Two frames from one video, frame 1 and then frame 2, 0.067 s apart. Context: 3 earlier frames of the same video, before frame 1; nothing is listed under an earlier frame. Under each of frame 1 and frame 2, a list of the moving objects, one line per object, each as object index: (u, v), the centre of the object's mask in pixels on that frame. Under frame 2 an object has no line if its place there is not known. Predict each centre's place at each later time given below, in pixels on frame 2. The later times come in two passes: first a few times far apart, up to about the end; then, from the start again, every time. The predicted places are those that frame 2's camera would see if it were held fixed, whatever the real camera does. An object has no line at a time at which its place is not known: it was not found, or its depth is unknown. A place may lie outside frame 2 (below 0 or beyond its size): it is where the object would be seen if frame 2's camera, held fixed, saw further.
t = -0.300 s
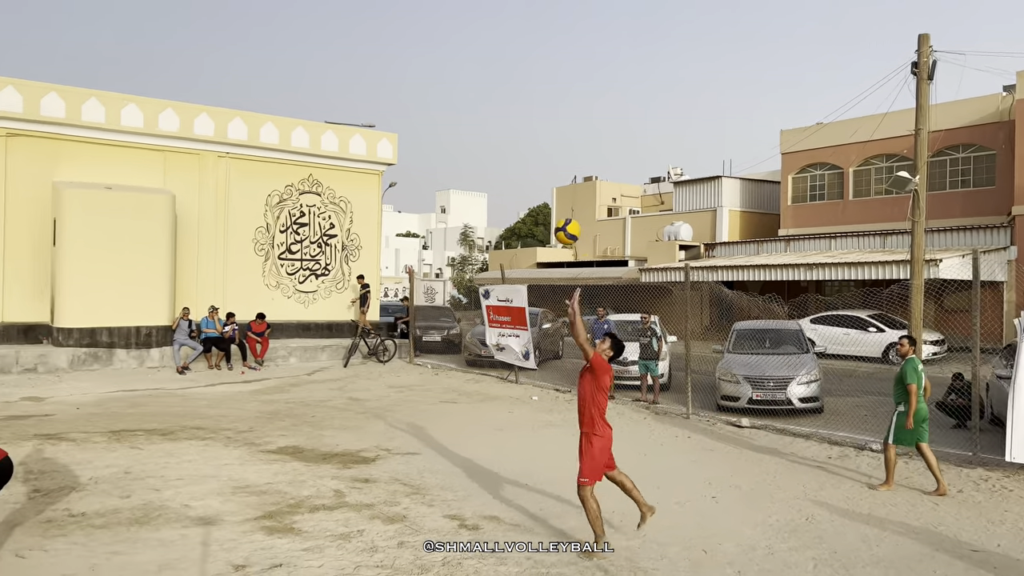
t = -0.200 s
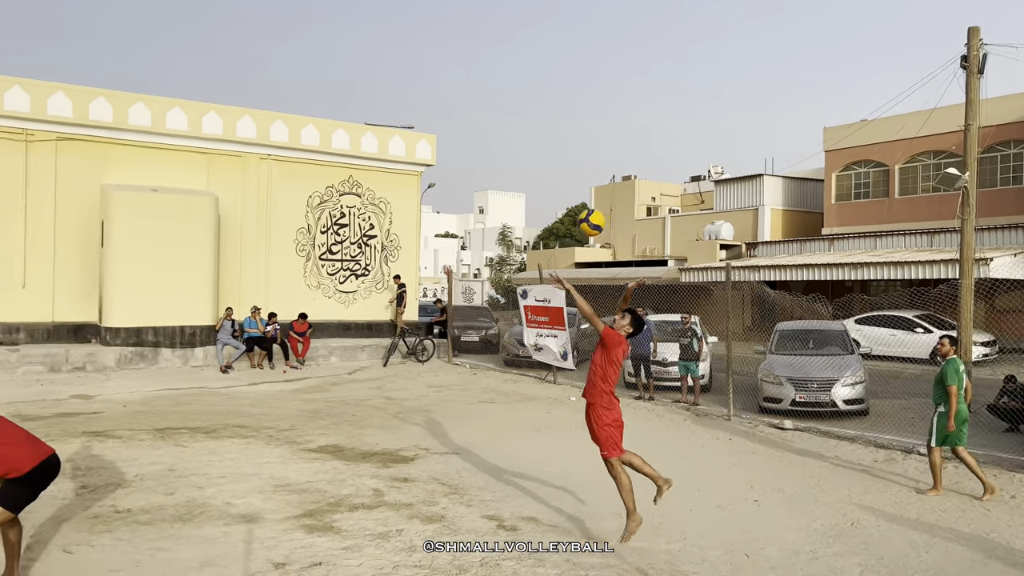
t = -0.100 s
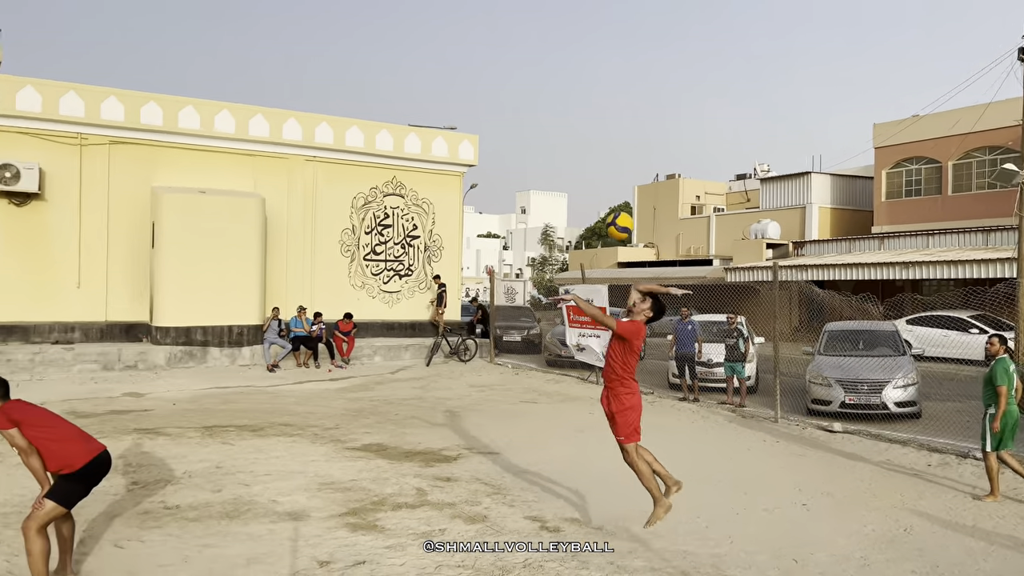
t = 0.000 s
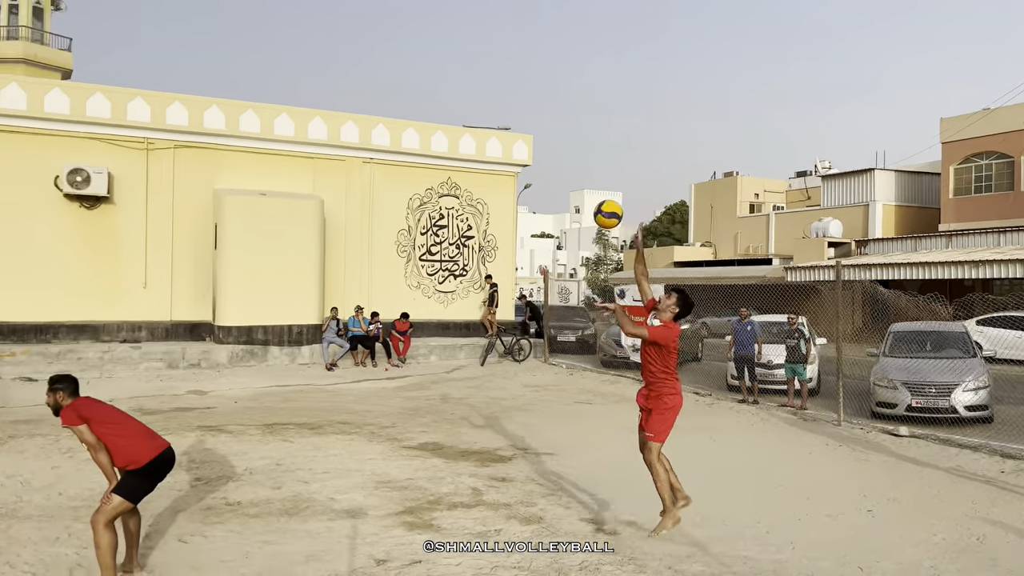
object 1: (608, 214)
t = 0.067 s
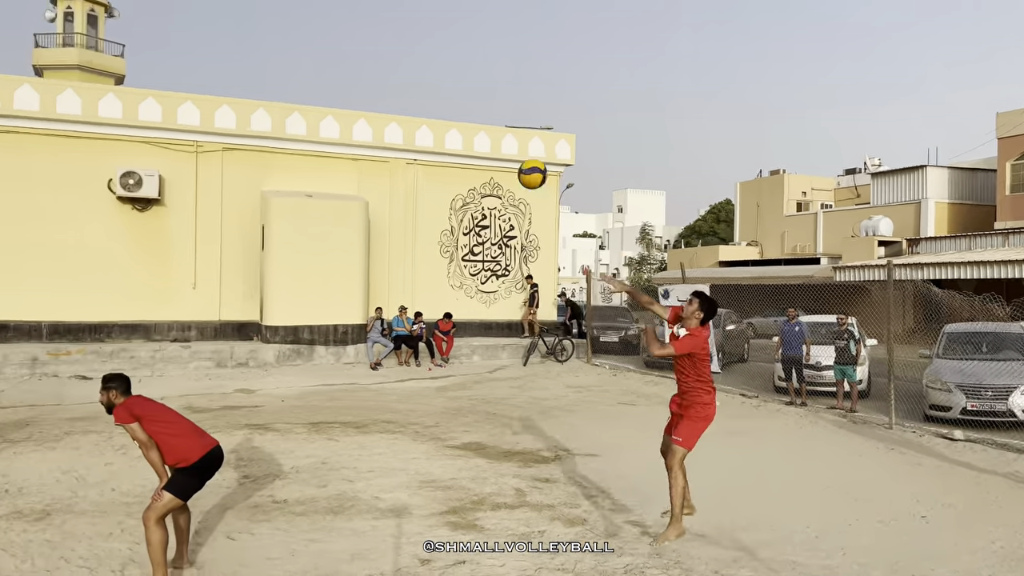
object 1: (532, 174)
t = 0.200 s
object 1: (287, 111)
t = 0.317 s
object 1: (65, 77)
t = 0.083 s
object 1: (502, 165)
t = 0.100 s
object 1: (472, 156)
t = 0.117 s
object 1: (442, 148)
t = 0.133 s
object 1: (411, 140)
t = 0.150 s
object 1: (380, 132)
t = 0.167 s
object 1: (349, 125)
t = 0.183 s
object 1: (318, 117)
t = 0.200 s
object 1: (287, 111)
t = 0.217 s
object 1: (256, 105)
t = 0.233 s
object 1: (224, 99)
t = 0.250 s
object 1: (192, 93)
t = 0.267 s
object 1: (161, 89)
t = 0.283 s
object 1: (129, 85)
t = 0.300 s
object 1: (97, 81)
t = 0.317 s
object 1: (65, 77)
